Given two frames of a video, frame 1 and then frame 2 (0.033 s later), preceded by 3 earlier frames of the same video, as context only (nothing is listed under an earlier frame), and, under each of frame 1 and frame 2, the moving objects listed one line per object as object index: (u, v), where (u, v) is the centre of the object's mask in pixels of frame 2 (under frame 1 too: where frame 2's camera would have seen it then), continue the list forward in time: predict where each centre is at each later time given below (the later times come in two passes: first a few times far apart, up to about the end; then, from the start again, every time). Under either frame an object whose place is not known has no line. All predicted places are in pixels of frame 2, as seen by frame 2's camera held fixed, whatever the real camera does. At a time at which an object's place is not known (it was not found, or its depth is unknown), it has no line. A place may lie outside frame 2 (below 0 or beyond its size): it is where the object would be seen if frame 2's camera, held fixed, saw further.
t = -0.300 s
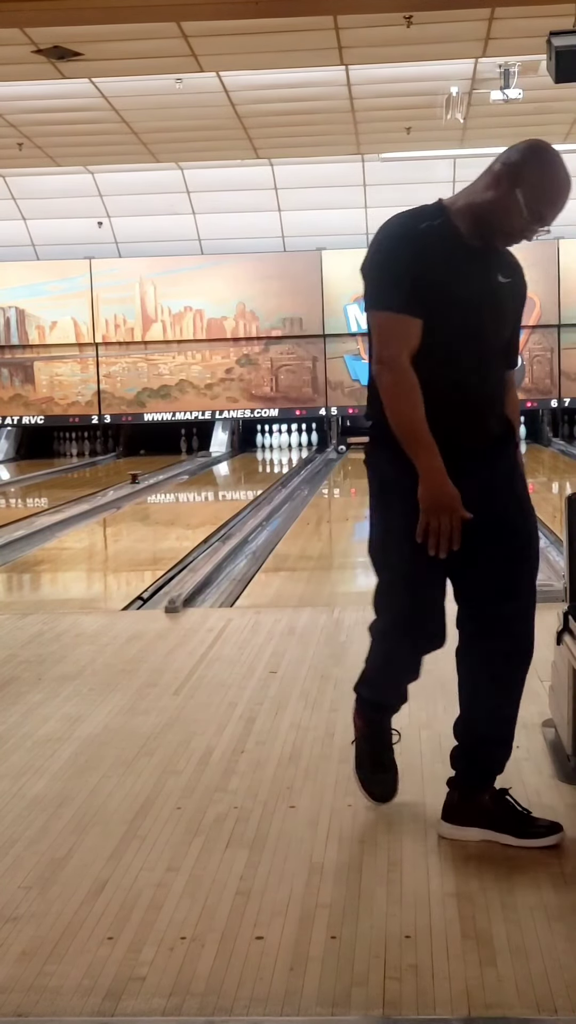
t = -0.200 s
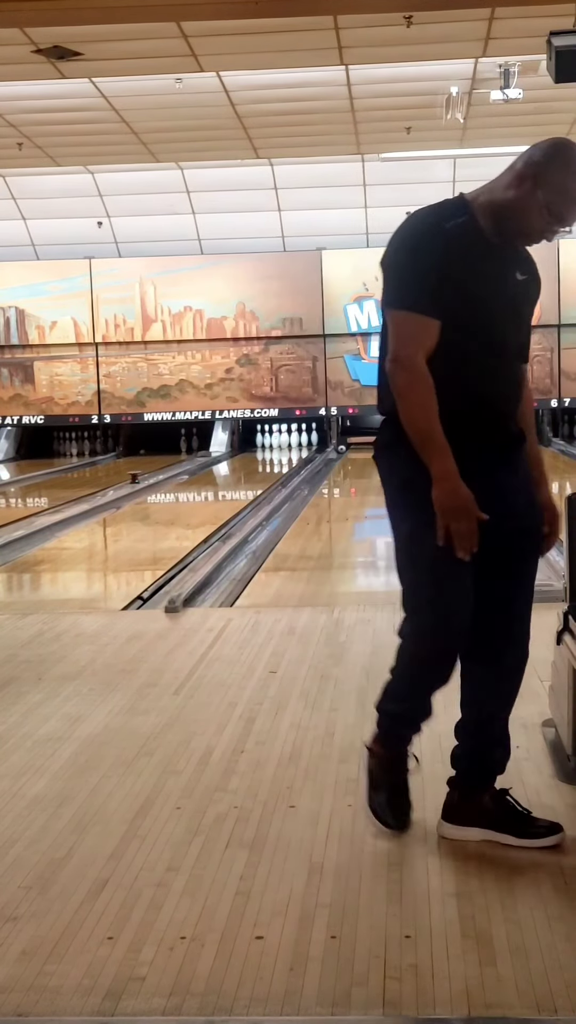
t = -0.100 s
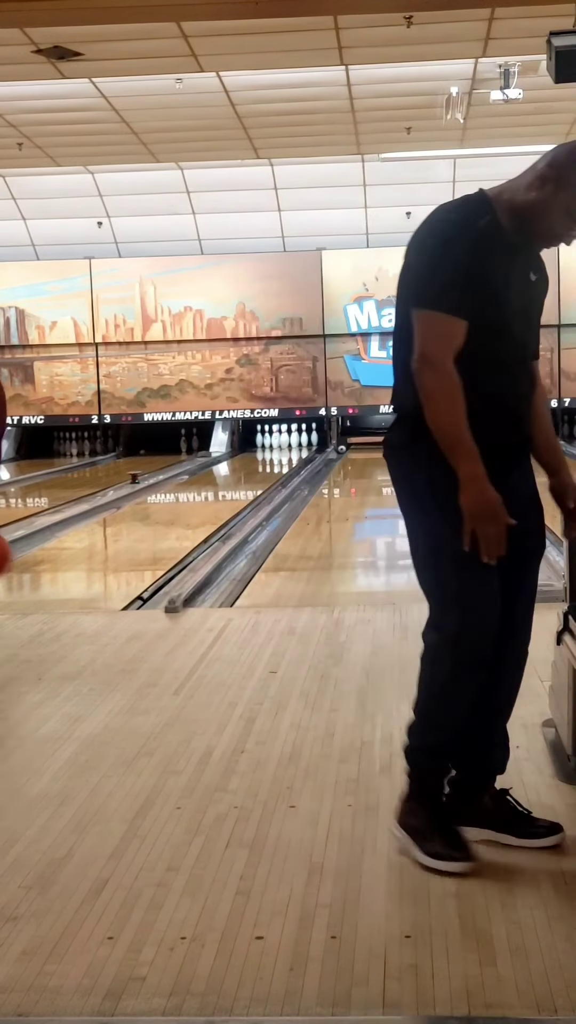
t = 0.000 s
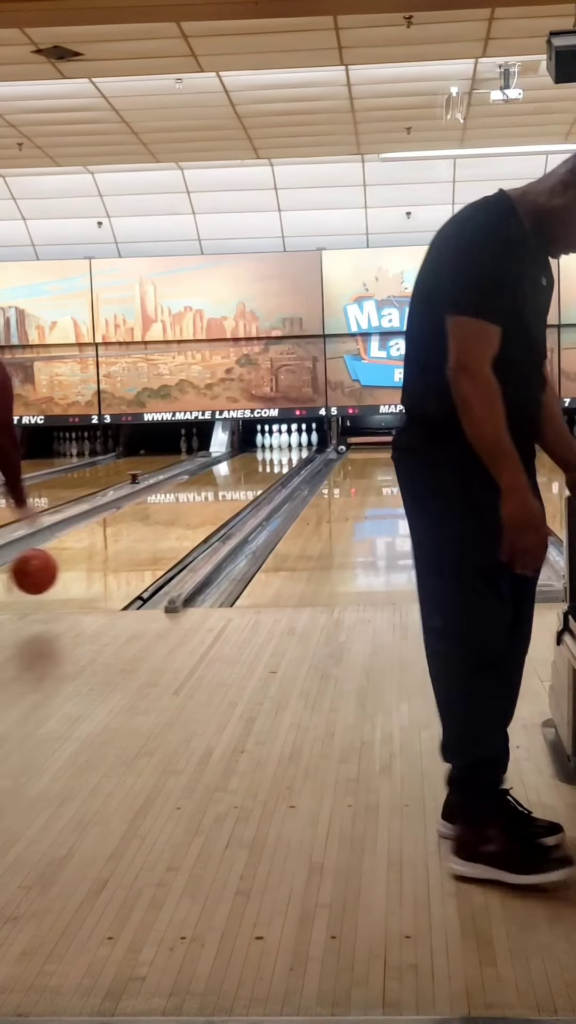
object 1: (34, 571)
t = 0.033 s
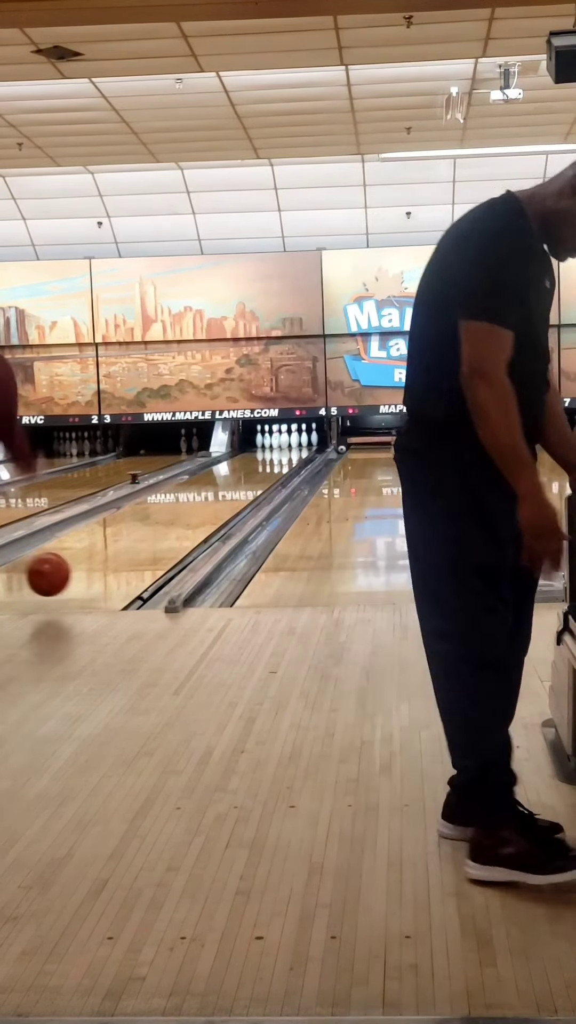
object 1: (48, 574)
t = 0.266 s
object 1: (119, 546)
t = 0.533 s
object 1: (171, 514)
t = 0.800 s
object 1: (206, 494)
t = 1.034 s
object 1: (229, 481)
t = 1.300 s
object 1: (249, 469)
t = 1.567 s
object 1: (264, 460)
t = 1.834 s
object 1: (277, 454)
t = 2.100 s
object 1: (286, 447)
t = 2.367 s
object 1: (295, 443)
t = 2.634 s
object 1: (304, 440)
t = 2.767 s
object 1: (305, 440)
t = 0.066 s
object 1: (61, 578)
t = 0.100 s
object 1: (73, 571)
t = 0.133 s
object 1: (83, 565)
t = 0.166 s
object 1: (93, 561)
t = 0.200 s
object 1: (103, 556)
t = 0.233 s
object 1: (111, 550)
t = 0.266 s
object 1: (119, 546)
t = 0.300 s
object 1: (127, 541)
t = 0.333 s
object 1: (135, 536)
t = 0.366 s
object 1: (142, 532)
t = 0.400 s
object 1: (148, 528)
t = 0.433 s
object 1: (154, 524)
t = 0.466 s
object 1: (160, 521)
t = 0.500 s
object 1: (166, 517)
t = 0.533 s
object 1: (171, 514)
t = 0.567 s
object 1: (176, 511)
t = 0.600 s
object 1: (181, 509)
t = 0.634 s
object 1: (186, 506)
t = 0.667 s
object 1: (190, 503)
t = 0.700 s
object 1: (195, 501)
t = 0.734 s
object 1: (199, 499)
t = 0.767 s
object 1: (203, 496)
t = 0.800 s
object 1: (206, 494)
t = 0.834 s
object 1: (210, 492)
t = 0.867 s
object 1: (214, 490)
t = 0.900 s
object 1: (217, 488)
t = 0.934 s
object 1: (220, 486)
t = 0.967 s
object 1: (224, 484)
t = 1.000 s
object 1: (227, 482)
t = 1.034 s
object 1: (229, 481)
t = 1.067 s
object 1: (232, 479)
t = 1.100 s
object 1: (235, 478)
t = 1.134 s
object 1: (238, 476)
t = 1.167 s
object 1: (240, 474)
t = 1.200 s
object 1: (243, 473)
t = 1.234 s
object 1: (245, 472)
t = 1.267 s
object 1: (247, 470)
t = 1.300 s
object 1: (249, 469)
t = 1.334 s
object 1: (251, 468)
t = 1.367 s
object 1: (253, 467)
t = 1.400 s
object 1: (255, 466)
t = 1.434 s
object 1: (257, 464)
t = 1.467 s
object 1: (259, 463)
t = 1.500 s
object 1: (261, 462)
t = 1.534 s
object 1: (263, 461)
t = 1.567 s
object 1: (264, 460)
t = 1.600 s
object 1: (266, 460)
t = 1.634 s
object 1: (268, 459)
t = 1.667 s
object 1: (269, 458)
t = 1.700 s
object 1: (271, 457)
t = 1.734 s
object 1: (272, 456)
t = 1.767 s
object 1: (274, 455)
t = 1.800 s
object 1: (275, 454)
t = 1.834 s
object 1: (277, 454)
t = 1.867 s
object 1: (278, 453)
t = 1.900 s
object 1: (279, 452)
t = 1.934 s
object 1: (281, 451)
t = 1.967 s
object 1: (282, 450)
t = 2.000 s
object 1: (283, 449)
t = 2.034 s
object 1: (284, 449)
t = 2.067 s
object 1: (285, 448)
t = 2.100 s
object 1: (286, 447)
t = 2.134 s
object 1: (288, 447)
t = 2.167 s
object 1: (289, 446)
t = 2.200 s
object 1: (290, 445)
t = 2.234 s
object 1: (292, 445)
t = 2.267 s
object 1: (292, 444)
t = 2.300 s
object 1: (293, 444)
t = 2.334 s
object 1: (294, 444)
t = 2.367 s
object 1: (295, 443)
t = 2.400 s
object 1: (296, 443)
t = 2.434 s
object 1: (298, 442)
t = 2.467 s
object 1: (300, 441)
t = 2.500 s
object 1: (301, 441)
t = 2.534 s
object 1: (302, 441)
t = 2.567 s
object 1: (303, 440)
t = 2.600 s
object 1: (303, 441)
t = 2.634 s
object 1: (304, 440)
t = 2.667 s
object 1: (304, 440)
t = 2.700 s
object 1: (304, 440)
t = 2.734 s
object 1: (305, 440)
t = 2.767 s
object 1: (305, 440)
